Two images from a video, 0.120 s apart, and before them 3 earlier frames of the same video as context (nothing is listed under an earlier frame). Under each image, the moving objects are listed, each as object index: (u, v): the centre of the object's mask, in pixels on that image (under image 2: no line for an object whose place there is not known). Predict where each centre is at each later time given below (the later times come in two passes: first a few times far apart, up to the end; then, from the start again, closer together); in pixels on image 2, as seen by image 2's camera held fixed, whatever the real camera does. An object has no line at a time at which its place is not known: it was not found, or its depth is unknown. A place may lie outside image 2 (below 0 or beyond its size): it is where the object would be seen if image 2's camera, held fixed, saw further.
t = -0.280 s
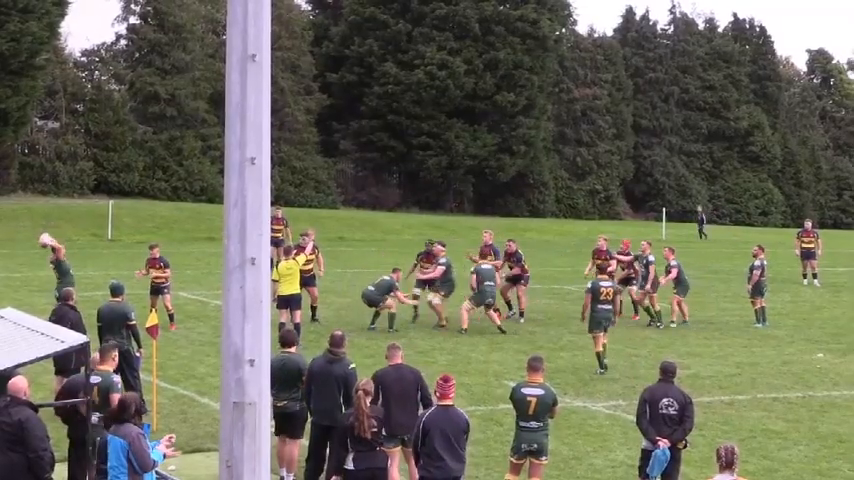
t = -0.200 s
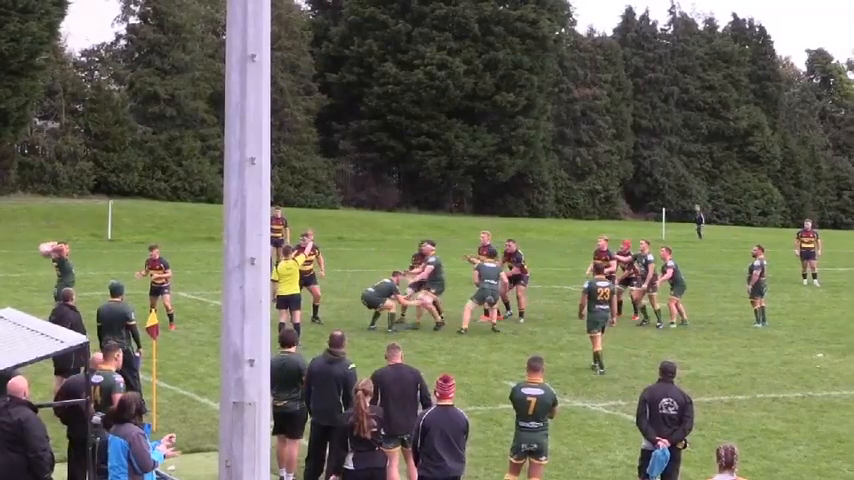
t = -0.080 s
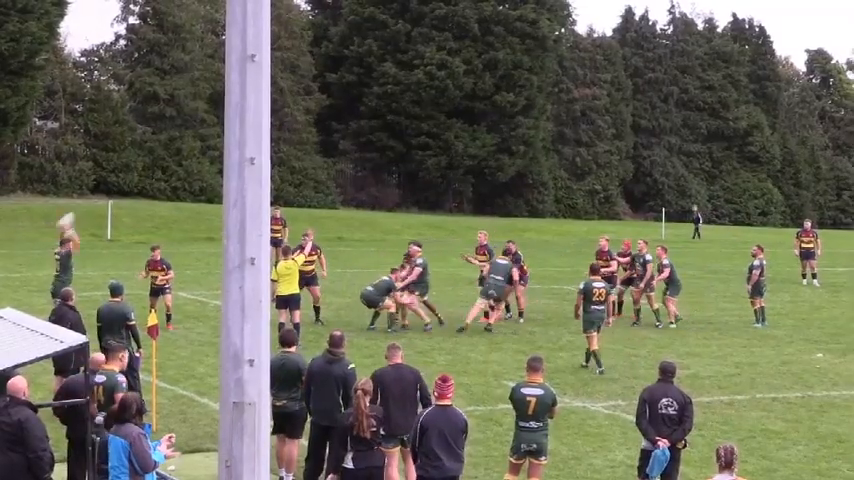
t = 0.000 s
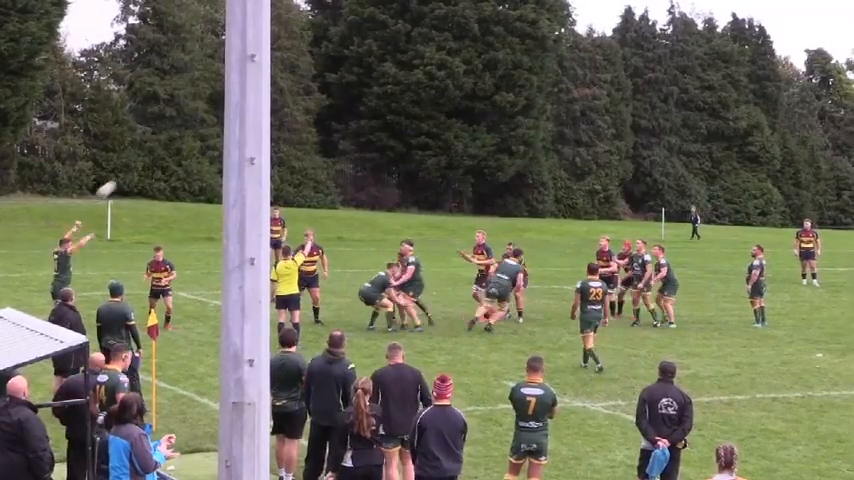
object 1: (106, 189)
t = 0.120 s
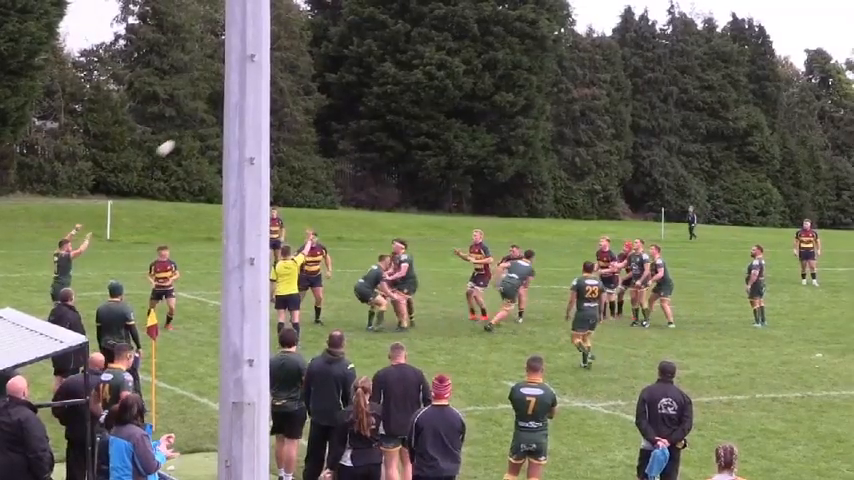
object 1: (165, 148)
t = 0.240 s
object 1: (218, 117)
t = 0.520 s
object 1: (348, 68)
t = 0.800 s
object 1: (462, 57)
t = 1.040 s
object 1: (546, 75)
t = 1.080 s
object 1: (559, 81)
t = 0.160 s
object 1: (185, 136)
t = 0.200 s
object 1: (204, 125)
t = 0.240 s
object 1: (218, 117)
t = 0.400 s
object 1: (296, 84)
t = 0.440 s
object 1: (314, 78)
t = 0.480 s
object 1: (332, 73)
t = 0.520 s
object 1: (348, 68)
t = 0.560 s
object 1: (366, 65)
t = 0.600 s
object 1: (383, 61)
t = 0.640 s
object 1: (399, 58)
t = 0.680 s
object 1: (415, 56)
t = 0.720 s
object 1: (431, 56)
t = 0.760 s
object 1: (446, 56)
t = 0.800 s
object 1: (462, 57)
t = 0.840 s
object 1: (476, 58)
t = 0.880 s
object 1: (491, 60)
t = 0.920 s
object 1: (505, 63)
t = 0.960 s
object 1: (519, 66)
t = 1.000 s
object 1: (532, 71)
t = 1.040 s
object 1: (546, 75)
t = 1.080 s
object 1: (559, 81)
